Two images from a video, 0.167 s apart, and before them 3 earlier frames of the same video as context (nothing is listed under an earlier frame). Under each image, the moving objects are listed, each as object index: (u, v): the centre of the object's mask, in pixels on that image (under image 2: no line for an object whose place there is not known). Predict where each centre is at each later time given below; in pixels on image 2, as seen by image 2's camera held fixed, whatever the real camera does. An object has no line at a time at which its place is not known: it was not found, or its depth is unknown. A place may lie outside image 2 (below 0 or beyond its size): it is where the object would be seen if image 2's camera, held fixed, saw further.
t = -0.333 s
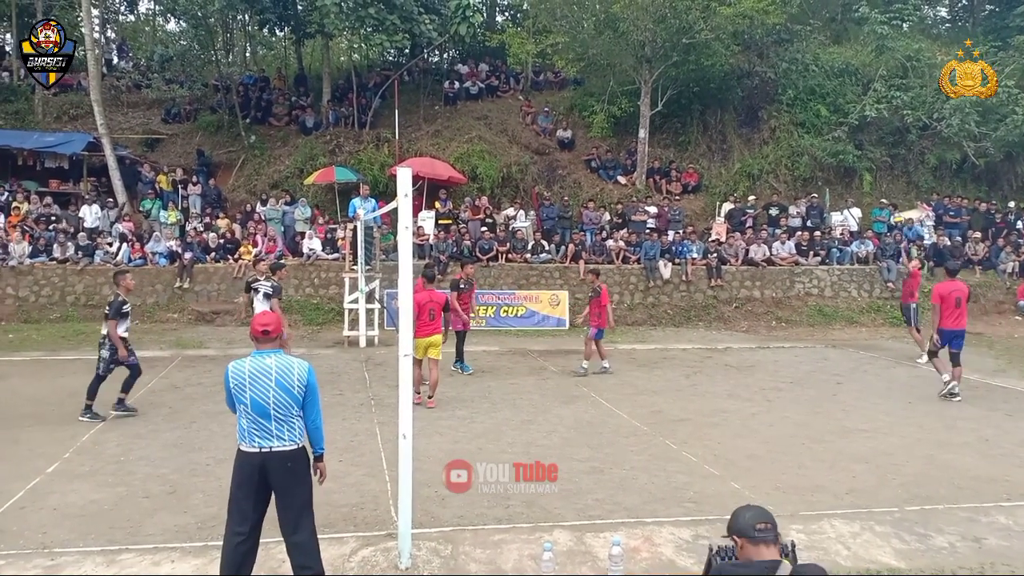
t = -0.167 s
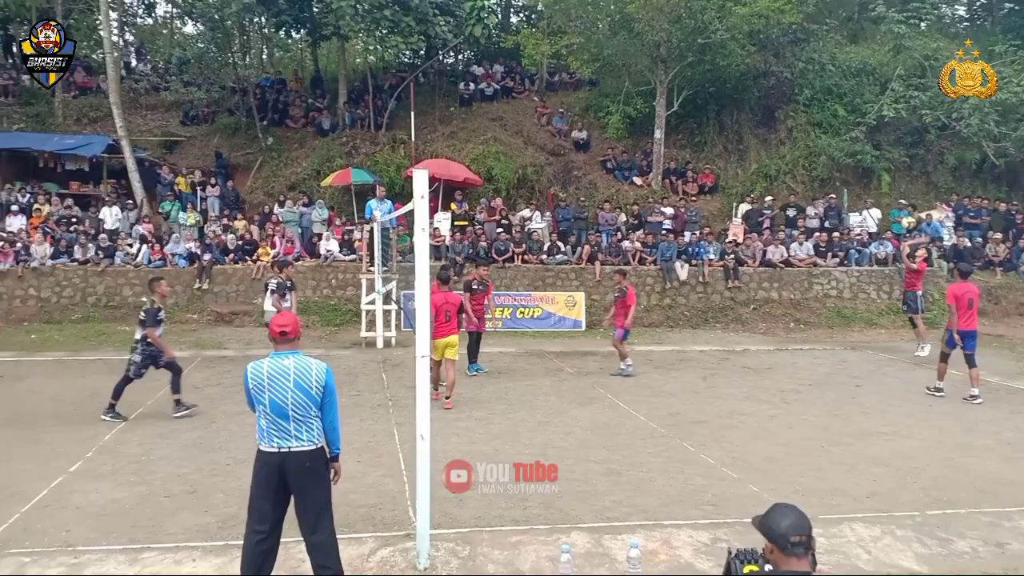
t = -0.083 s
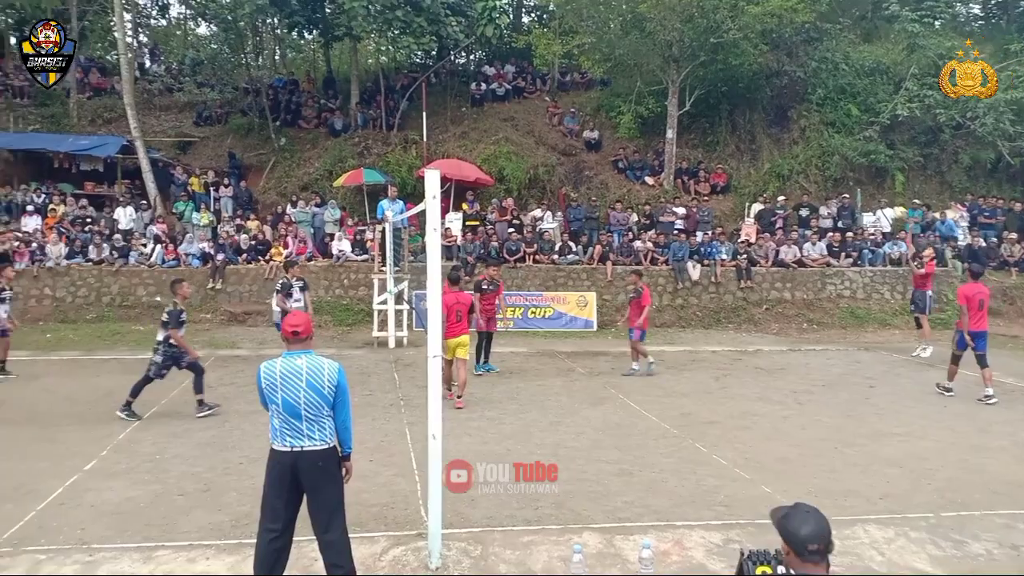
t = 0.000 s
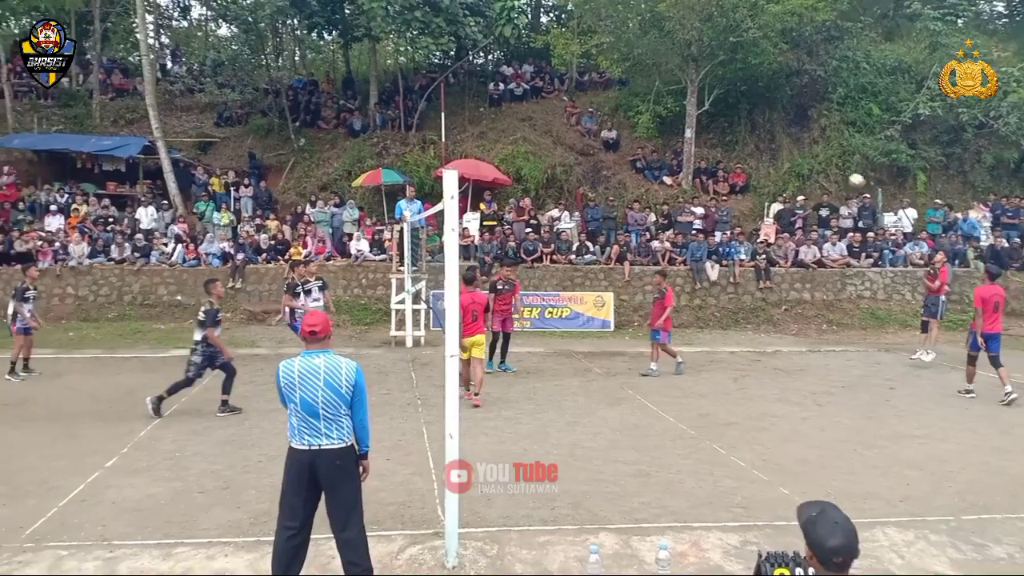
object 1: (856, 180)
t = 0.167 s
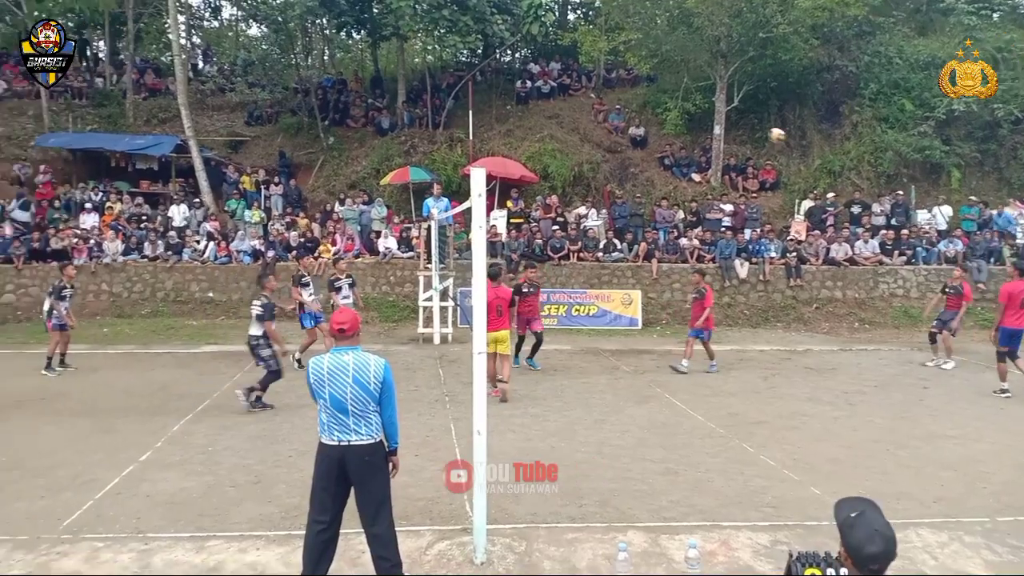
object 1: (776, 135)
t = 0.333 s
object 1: (659, 111)
